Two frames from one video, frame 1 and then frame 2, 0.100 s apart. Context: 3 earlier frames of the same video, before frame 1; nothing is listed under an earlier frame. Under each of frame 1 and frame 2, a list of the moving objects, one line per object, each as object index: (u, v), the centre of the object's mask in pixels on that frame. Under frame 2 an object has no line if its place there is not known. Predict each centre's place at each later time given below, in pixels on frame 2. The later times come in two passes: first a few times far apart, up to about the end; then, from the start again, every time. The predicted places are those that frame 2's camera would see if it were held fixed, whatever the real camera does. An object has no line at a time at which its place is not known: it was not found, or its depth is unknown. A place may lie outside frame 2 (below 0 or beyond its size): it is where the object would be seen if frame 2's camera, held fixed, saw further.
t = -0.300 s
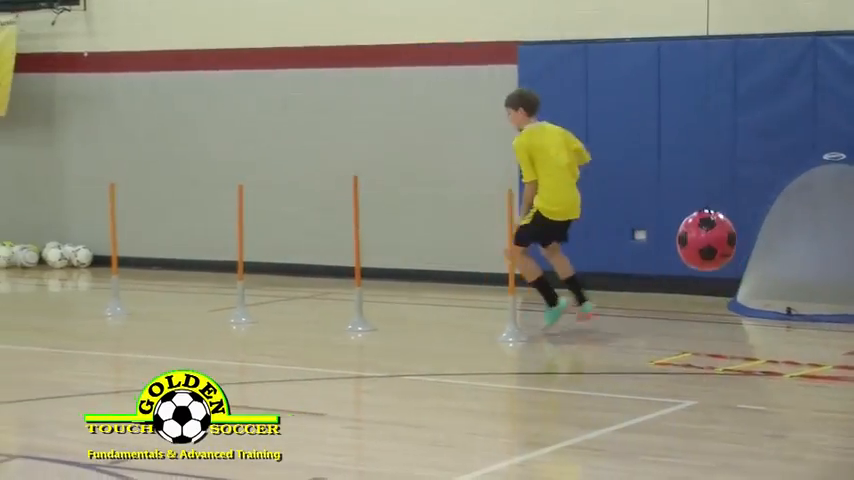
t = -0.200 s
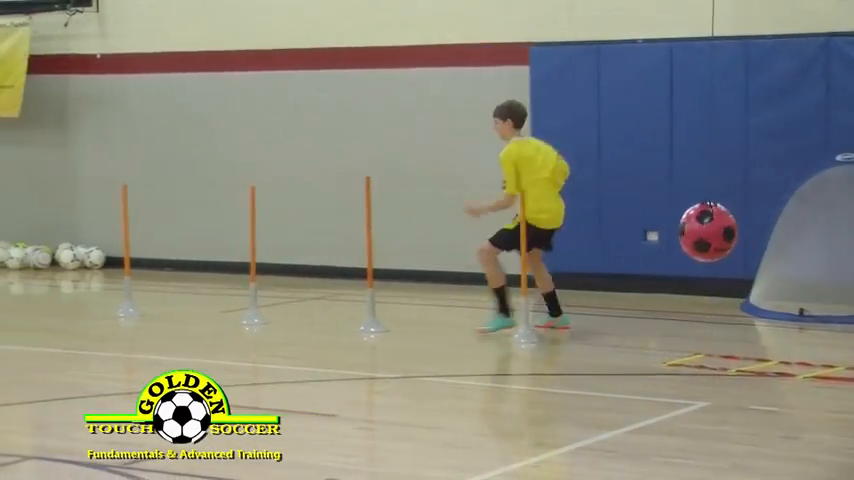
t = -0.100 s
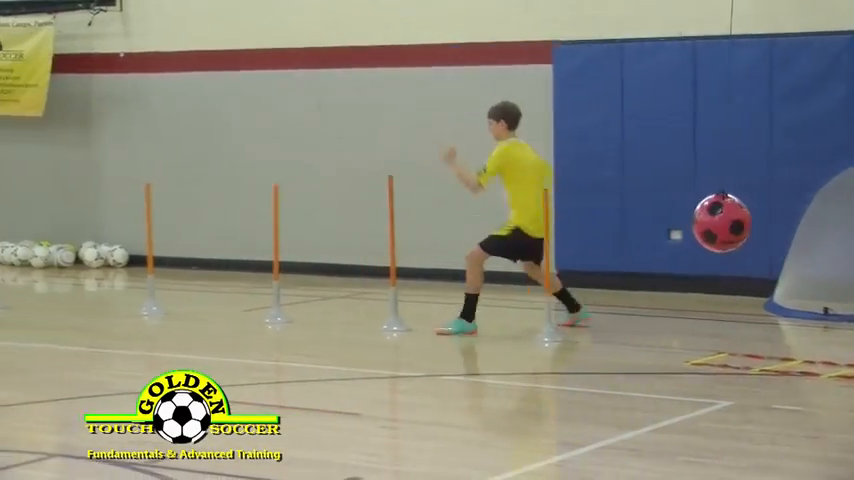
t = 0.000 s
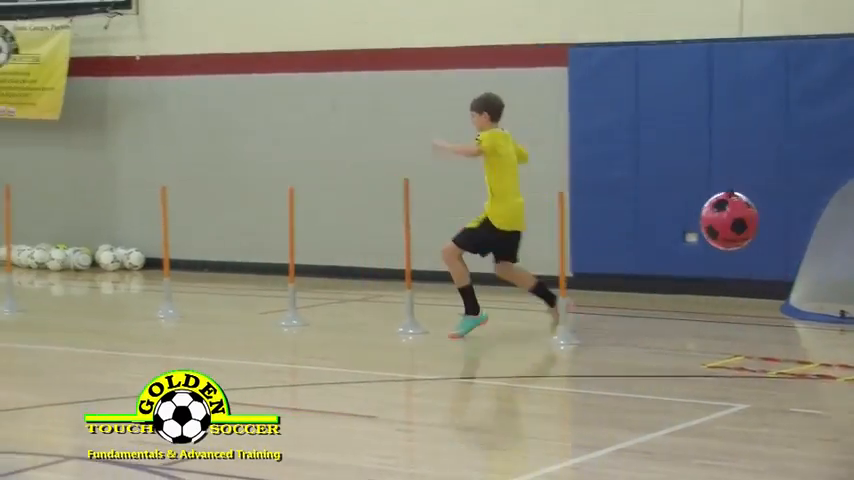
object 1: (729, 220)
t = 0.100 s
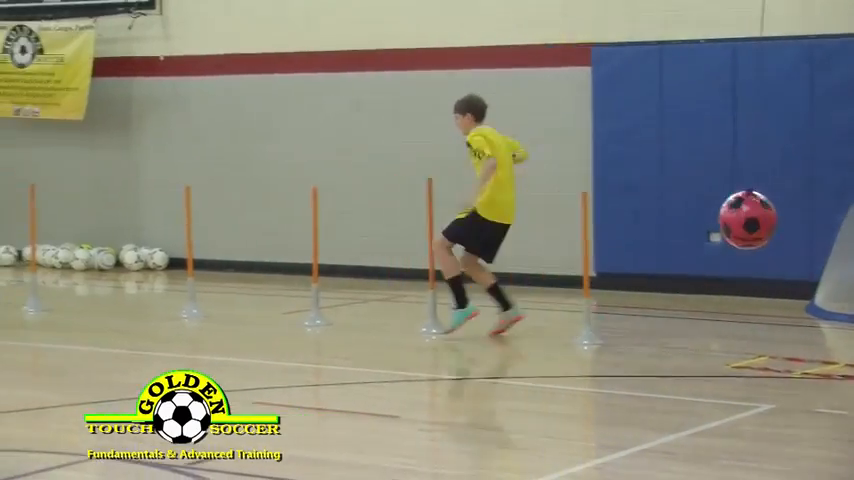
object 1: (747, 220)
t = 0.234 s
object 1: (742, 225)
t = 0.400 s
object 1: (741, 240)
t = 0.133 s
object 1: (746, 220)
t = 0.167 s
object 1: (744, 222)
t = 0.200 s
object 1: (743, 223)
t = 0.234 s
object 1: (742, 225)
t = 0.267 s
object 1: (741, 228)
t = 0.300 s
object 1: (741, 231)
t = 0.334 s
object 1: (741, 234)
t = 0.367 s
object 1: (741, 237)
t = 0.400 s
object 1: (741, 240)
